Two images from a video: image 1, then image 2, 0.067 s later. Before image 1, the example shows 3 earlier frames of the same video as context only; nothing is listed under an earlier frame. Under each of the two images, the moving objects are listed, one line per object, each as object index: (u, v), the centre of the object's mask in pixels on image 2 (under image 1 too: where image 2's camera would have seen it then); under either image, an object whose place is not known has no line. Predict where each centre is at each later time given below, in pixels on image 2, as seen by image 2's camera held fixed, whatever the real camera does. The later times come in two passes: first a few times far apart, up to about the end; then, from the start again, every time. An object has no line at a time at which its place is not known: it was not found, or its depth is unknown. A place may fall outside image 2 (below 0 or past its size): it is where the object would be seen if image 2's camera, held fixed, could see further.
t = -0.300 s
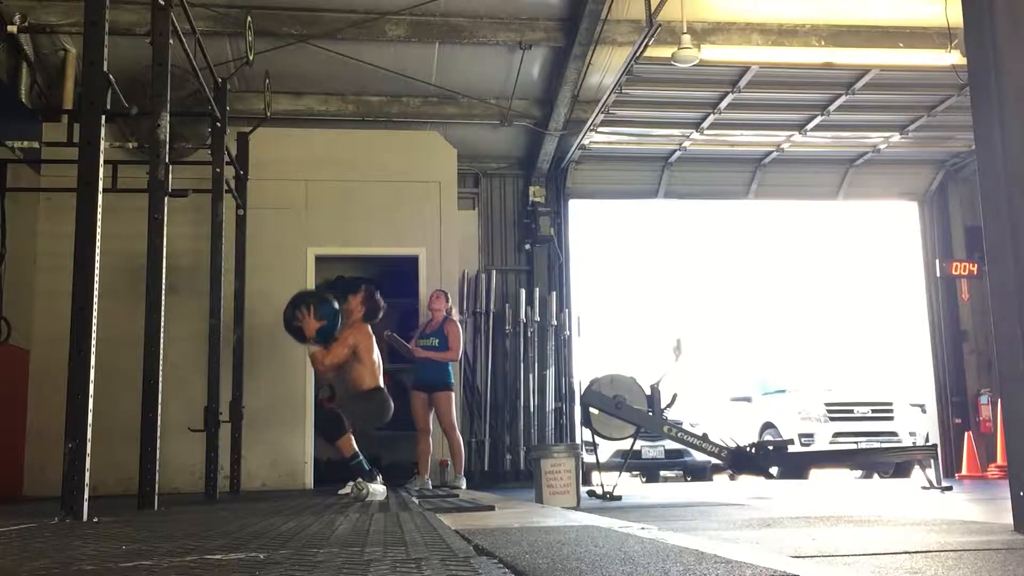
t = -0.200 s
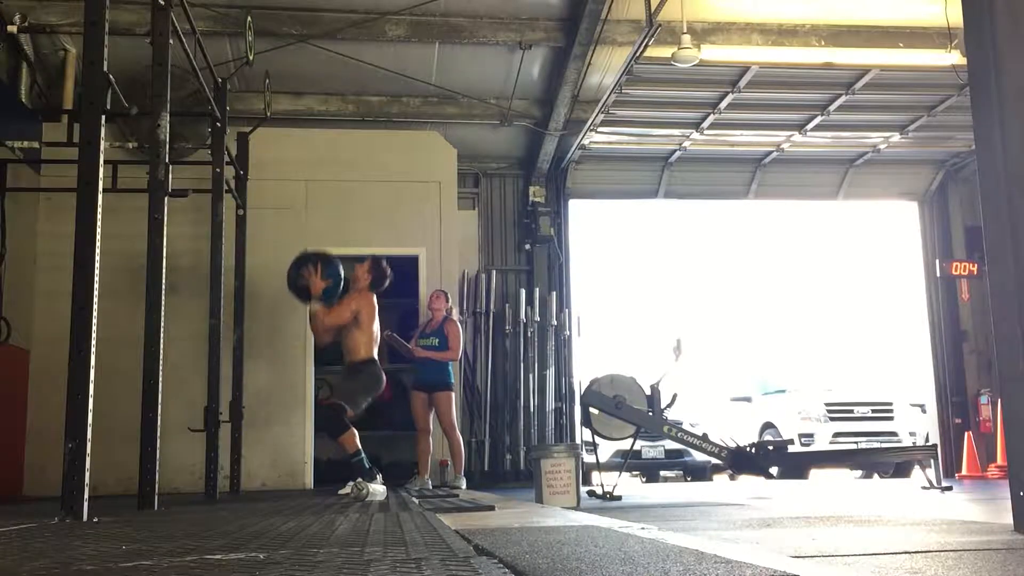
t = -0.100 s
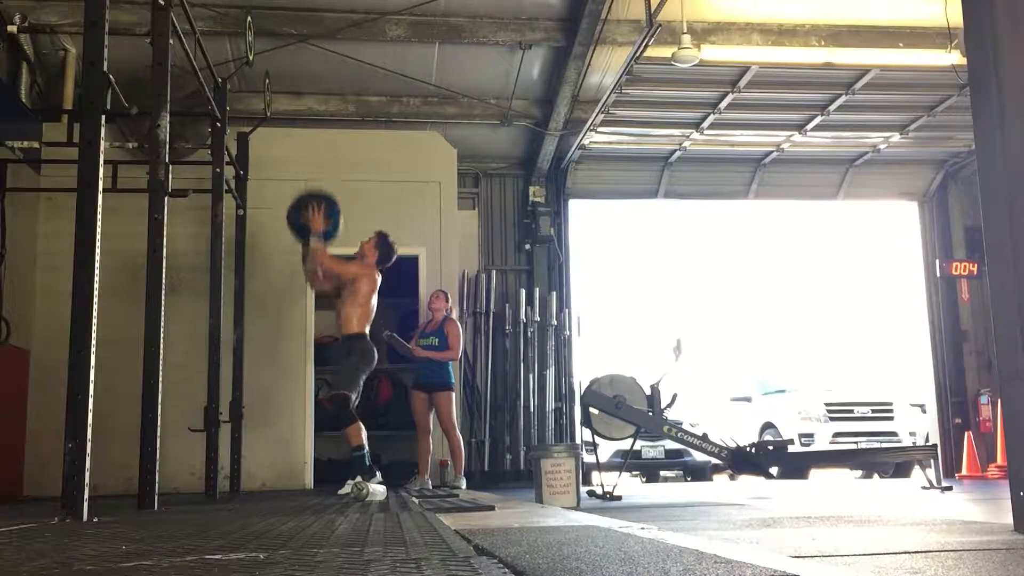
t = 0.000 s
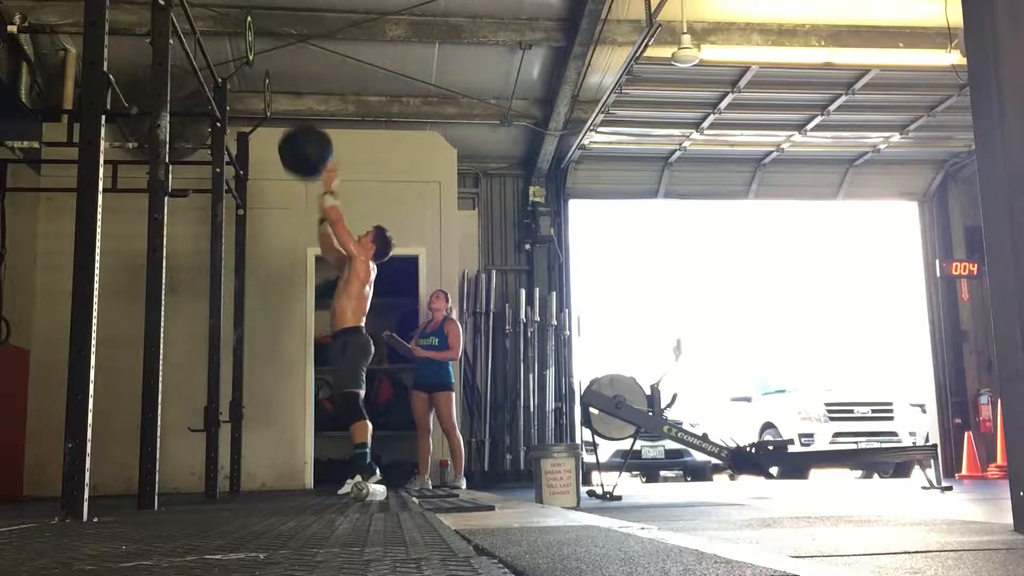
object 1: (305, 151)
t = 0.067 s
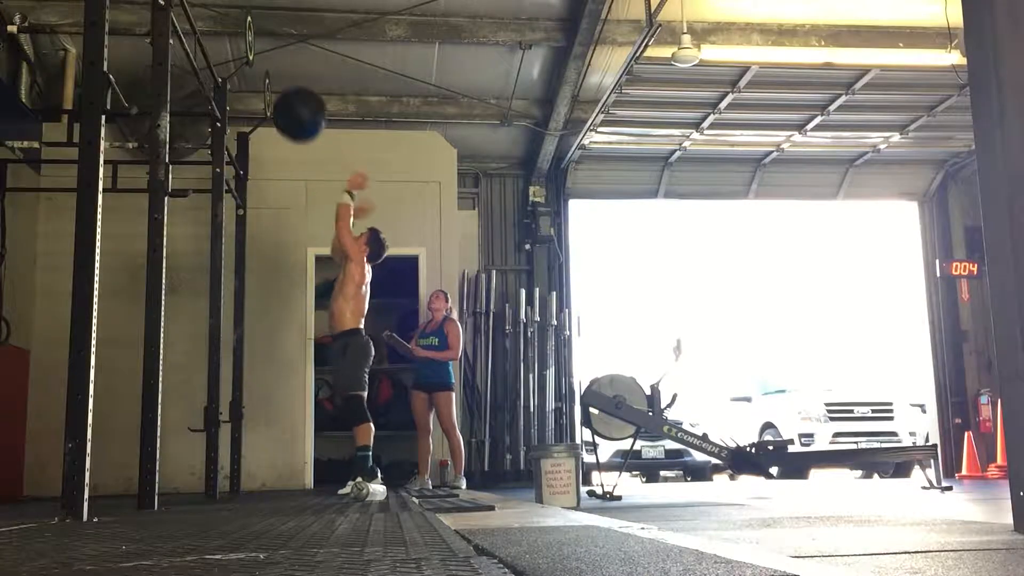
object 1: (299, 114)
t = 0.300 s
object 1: (278, 36)
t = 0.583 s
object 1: (285, 48)
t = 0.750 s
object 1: (298, 106)
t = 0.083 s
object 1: (298, 106)
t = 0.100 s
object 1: (297, 98)
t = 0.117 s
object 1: (295, 90)
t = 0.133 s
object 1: (293, 83)
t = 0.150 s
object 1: (291, 77)
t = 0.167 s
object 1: (290, 70)
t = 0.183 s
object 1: (289, 65)
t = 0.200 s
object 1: (287, 59)
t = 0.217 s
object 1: (285, 55)
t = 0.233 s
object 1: (284, 50)
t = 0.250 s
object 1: (282, 45)
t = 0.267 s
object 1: (280, 42)
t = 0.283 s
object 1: (279, 39)
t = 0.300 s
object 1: (278, 36)
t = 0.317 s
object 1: (277, 33)
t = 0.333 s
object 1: (274, 31)
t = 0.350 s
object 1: (273, 30)
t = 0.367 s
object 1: (273, 29)
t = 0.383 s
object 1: (273, 28)
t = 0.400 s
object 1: (274, 28)
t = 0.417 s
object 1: (274, 28)
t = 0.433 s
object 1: (275, 28)
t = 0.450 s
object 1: (276, 29)
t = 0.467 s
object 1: (278, 30)
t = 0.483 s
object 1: (279, 31)
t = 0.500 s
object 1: (280, 34)
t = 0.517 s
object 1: (281, 36)
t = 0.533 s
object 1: (282, 38)
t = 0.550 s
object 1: (283, 41)
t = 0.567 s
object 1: (284, 44)
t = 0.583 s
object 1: (285, 48)
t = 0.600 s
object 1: (287, 52)
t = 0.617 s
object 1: (288, 56)
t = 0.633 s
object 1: (289, 61)
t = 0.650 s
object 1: (291, 66)
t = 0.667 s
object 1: (292, 72)
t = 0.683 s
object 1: (293, 78)
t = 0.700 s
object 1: (294, 85)
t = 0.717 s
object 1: (295, 91)
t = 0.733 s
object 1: (297, 98)
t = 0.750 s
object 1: (298, 106)
